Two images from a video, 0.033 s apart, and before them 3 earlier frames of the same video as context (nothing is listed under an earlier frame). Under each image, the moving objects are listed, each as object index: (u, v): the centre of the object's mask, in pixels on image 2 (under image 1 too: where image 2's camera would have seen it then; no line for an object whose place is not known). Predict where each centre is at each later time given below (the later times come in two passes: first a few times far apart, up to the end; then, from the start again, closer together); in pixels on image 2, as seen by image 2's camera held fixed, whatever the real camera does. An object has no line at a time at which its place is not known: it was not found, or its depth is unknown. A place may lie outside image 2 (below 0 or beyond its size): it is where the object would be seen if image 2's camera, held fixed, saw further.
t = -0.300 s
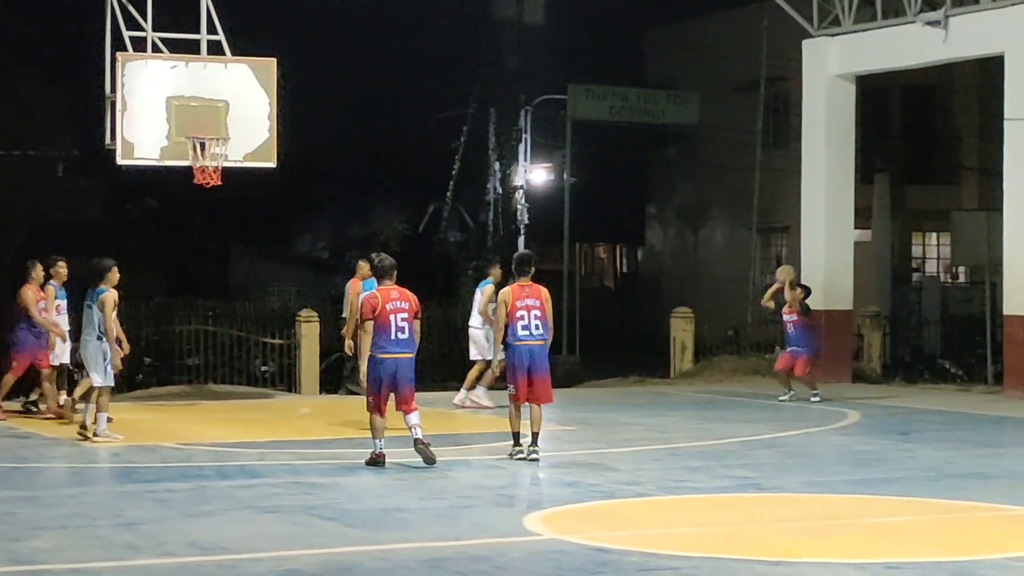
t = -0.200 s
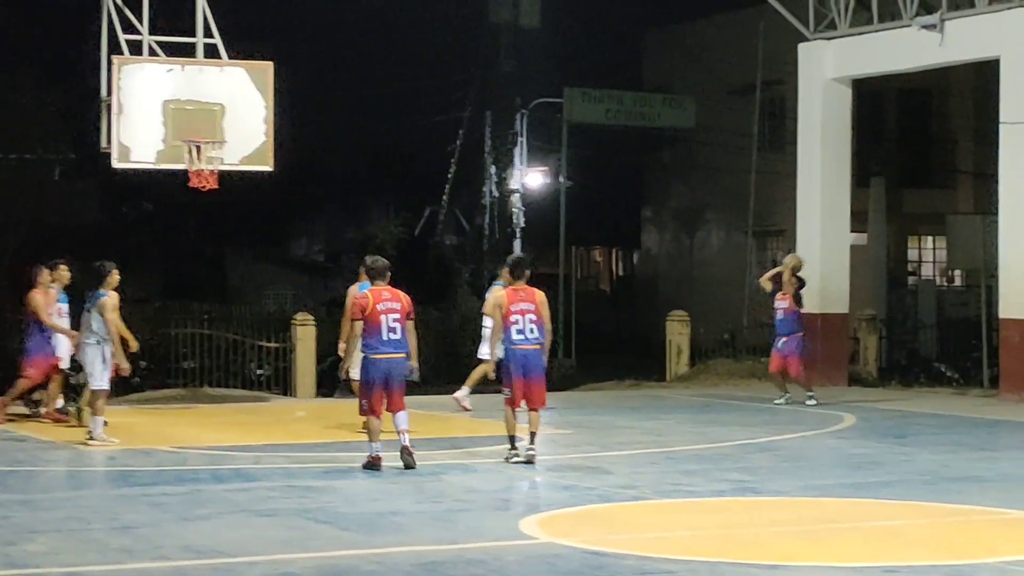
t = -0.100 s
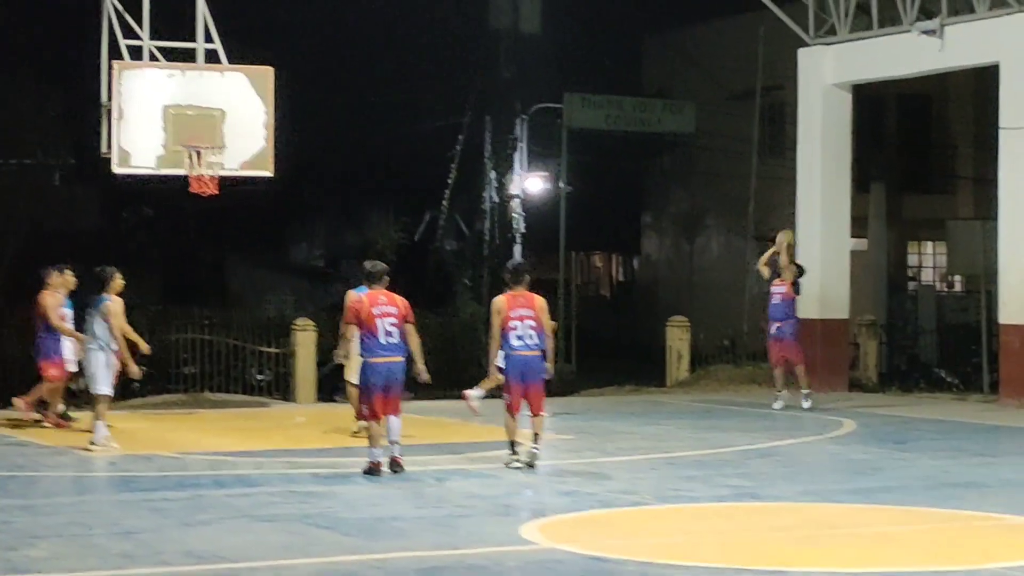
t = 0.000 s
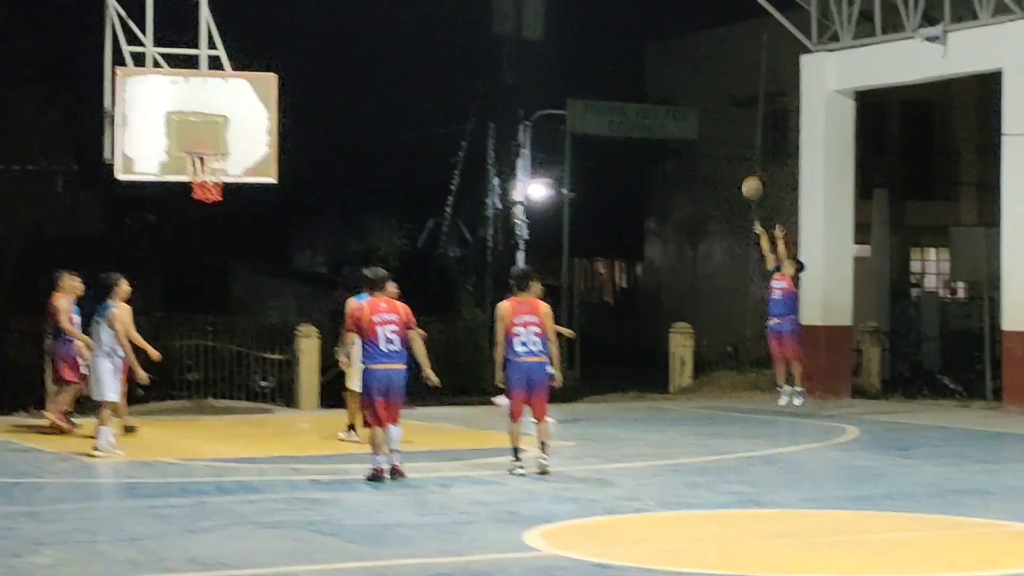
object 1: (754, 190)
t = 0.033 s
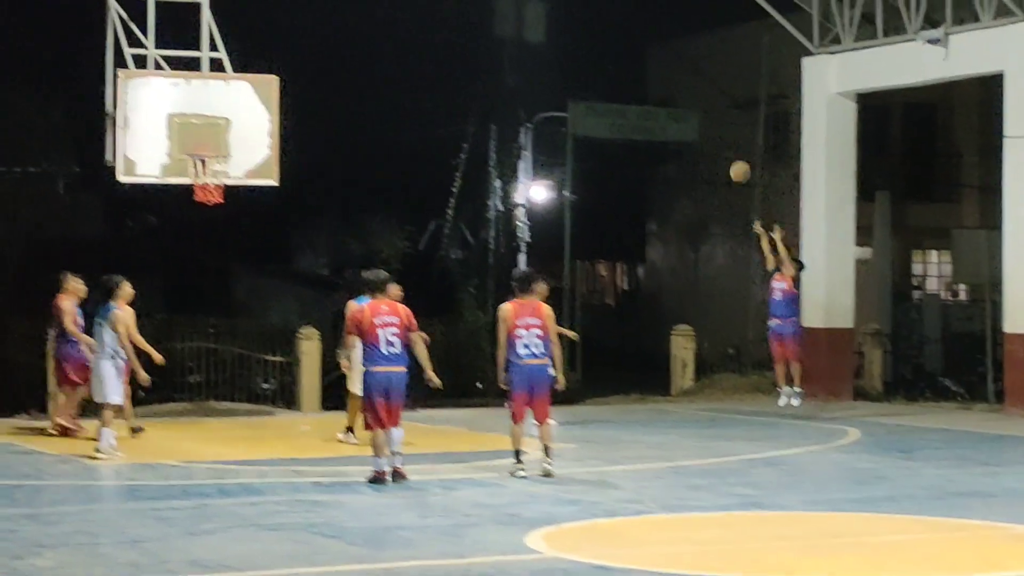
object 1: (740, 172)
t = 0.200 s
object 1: (674, 93)
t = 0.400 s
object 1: (592, 30)
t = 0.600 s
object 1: (512, 0)
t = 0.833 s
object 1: (413, 8)
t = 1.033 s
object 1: (328, 50)
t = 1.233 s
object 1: (253, 123)
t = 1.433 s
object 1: (258, 171)
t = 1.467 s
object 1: (263, 175)
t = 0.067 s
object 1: (727, 154)
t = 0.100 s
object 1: (713, 138)
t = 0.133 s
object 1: (699, 122)
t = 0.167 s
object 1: (686, 107)
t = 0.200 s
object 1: (674, 93)
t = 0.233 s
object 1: (660, 81)
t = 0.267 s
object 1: (647, 68)
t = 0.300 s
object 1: (633, 57)
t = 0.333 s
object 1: (620, 47)
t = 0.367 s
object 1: (606, 38)
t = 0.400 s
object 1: (592, 30)
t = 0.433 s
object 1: (579, 23)
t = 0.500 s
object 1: (552, 11)
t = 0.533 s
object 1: (539, 7)
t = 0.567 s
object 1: (525, 3)
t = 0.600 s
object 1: (512, 0)
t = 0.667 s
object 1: (485, -1)
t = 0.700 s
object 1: (471, -1)
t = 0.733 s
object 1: (458, 0)
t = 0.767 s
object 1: (440, 1)
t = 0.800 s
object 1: (427, 4)
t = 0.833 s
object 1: (413, 8)
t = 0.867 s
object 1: (399, 13)
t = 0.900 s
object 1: (384, 19)
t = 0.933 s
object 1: (370, 25)
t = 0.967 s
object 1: (357, 33)
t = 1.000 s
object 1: (342, 41)
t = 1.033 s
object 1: (328, 50)
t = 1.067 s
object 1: (314, 61)
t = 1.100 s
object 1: (300, 73)
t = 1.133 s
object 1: (288, 85)
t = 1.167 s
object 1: (274, 99)
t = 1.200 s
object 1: (262, 112)
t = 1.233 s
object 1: (253, 123)
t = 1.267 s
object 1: (245, 134)
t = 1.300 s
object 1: (237, 146)
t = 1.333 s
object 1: (235, 156)
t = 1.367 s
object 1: (242, 160)
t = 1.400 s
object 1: (250, 165)
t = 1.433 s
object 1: (258, 171)
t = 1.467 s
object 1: (263, 175)
